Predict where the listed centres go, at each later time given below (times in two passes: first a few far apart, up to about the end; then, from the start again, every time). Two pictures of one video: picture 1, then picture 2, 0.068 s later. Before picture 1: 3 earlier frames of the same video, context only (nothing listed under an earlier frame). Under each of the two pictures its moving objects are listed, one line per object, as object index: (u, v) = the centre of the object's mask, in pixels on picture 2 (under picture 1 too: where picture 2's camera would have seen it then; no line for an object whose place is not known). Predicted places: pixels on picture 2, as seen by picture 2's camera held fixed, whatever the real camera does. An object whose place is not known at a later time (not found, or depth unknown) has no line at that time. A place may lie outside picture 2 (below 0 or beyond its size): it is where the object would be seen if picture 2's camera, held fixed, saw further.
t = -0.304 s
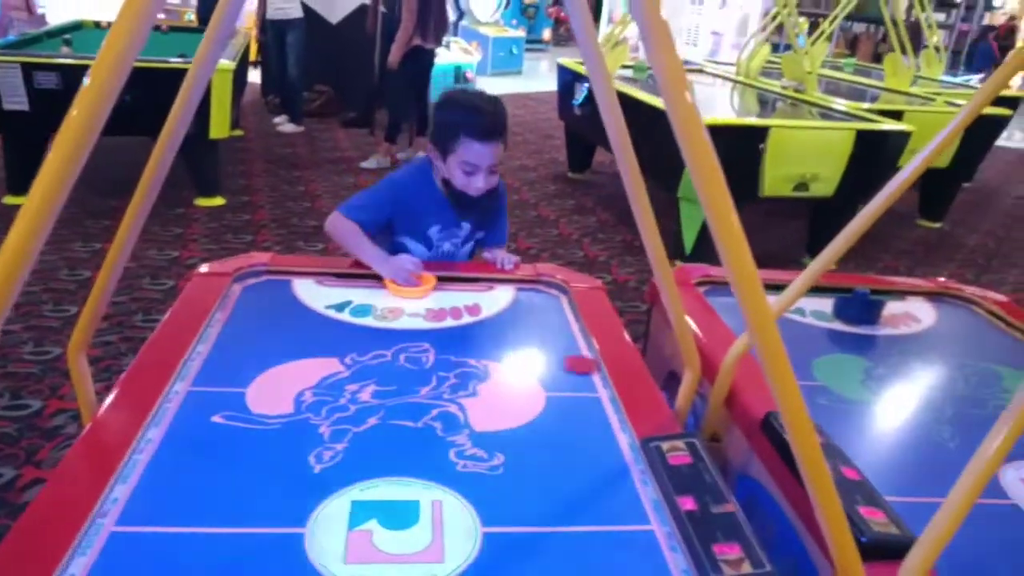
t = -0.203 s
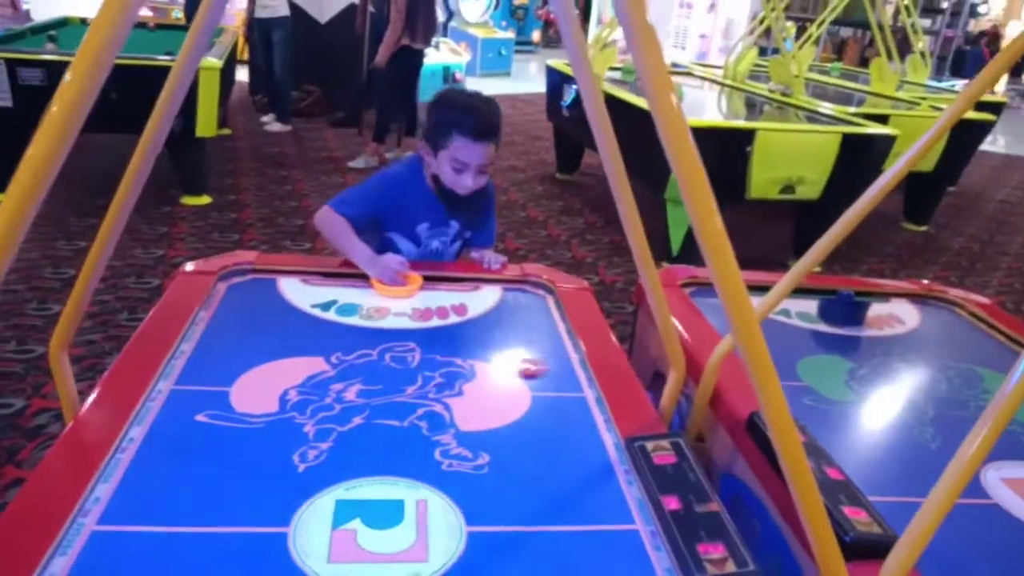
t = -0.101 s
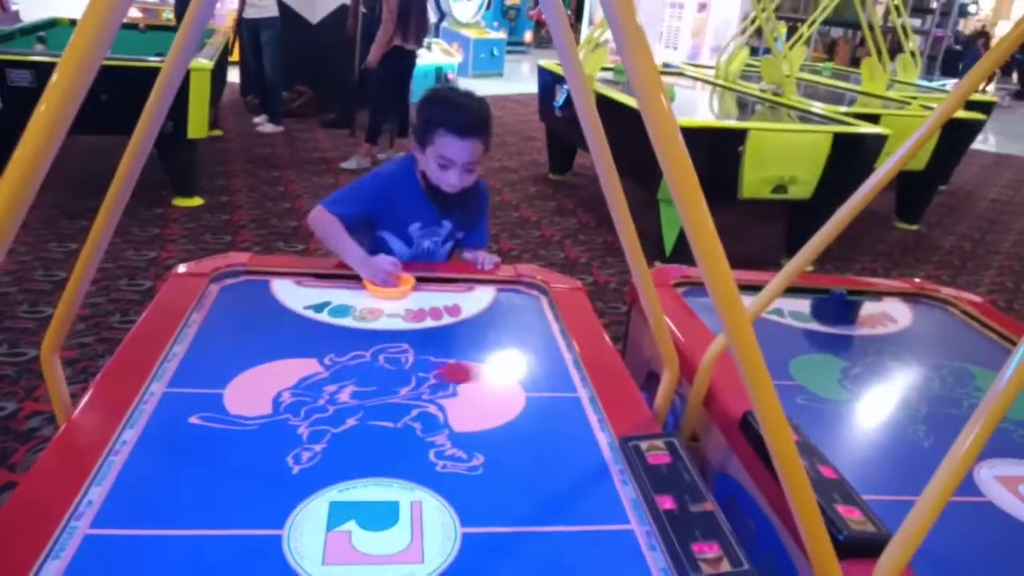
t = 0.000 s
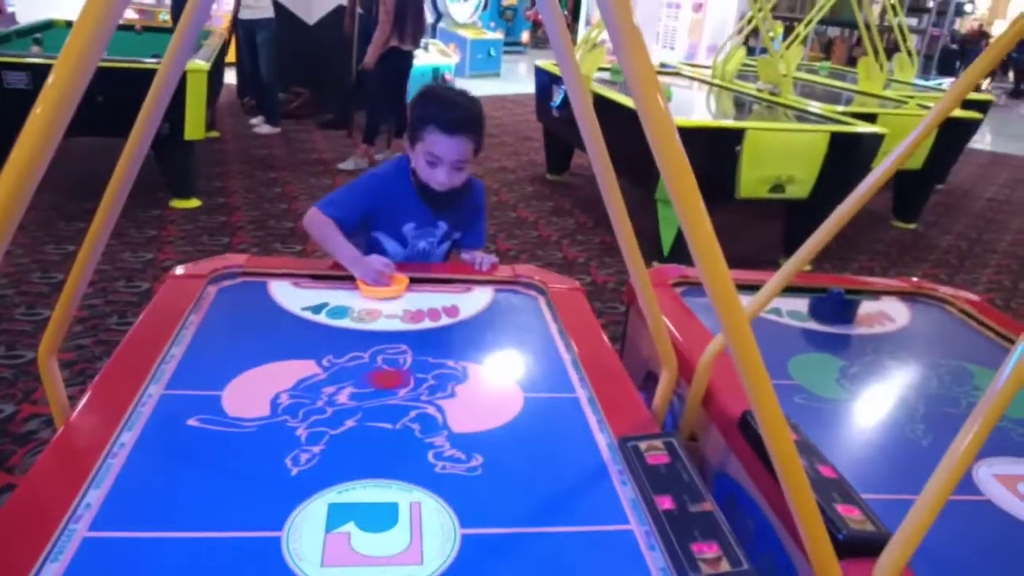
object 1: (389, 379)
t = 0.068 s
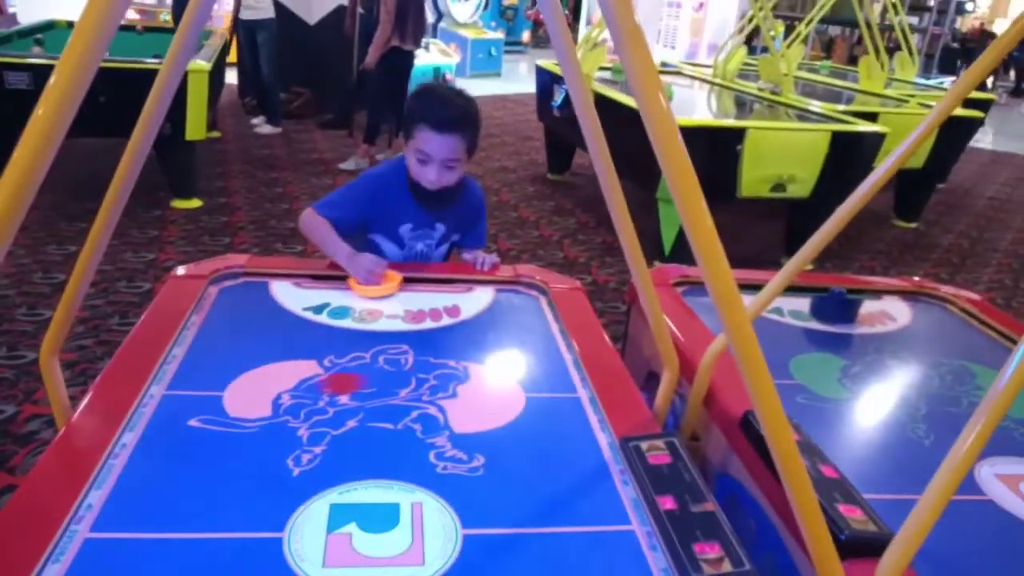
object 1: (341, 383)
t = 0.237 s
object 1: (214, 396)
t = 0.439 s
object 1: (230, 406)
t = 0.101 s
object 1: (316, 386)
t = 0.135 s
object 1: (290, 388)
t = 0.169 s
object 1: (266, 390)
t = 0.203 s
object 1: (240, 393)
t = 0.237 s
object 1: (214, 396)
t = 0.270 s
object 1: (189, 397)
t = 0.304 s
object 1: (161, 401)
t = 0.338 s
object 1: (167, 402)
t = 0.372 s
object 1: (190, 402)
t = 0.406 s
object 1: (209, 405)
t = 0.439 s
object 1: (230, 406)
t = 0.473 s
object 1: (252, 407)
